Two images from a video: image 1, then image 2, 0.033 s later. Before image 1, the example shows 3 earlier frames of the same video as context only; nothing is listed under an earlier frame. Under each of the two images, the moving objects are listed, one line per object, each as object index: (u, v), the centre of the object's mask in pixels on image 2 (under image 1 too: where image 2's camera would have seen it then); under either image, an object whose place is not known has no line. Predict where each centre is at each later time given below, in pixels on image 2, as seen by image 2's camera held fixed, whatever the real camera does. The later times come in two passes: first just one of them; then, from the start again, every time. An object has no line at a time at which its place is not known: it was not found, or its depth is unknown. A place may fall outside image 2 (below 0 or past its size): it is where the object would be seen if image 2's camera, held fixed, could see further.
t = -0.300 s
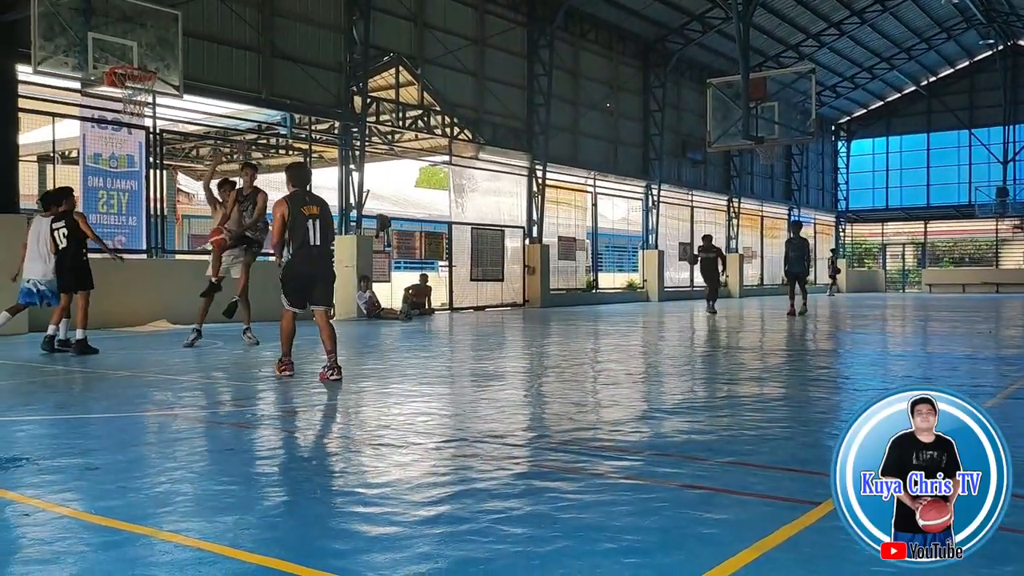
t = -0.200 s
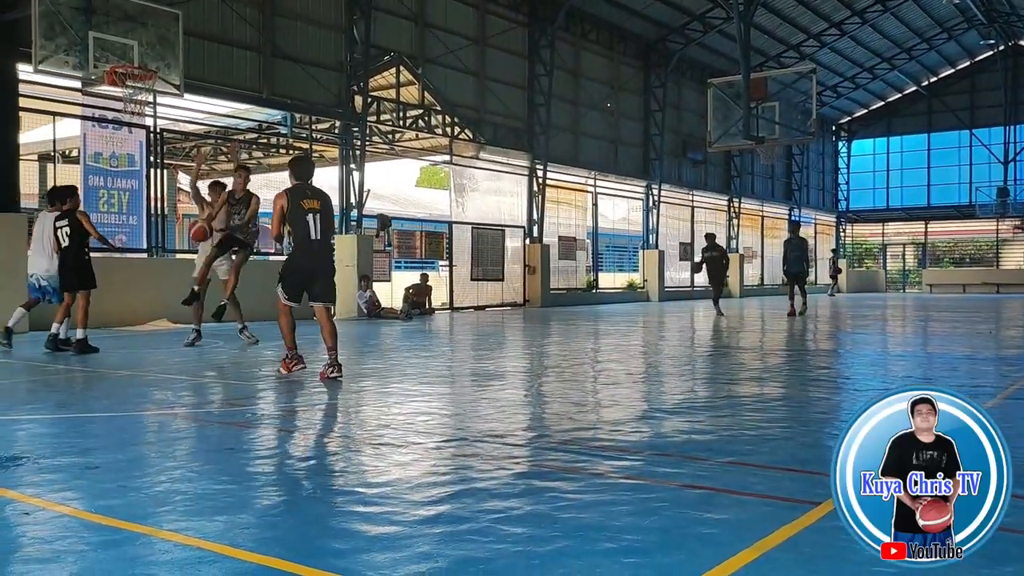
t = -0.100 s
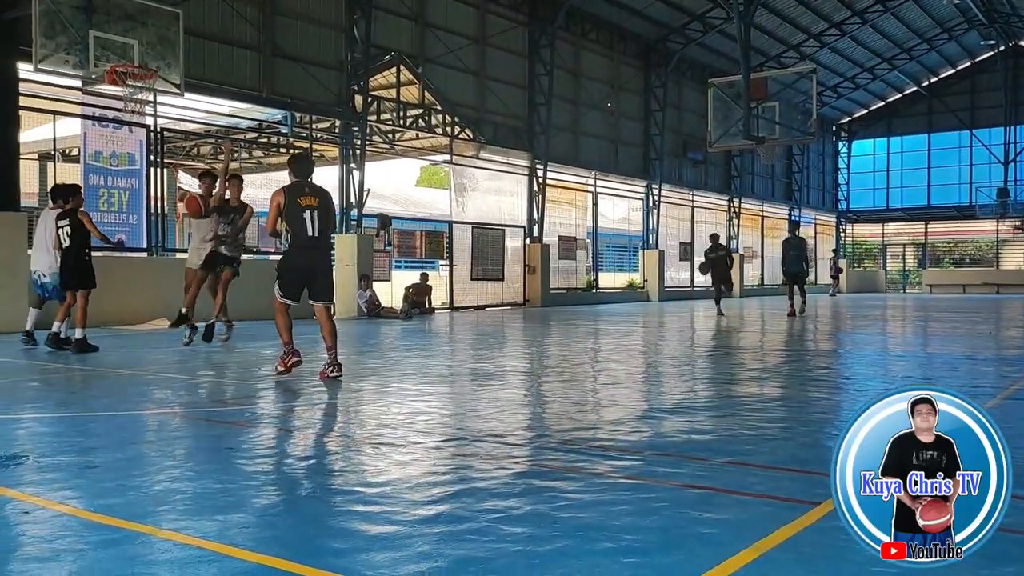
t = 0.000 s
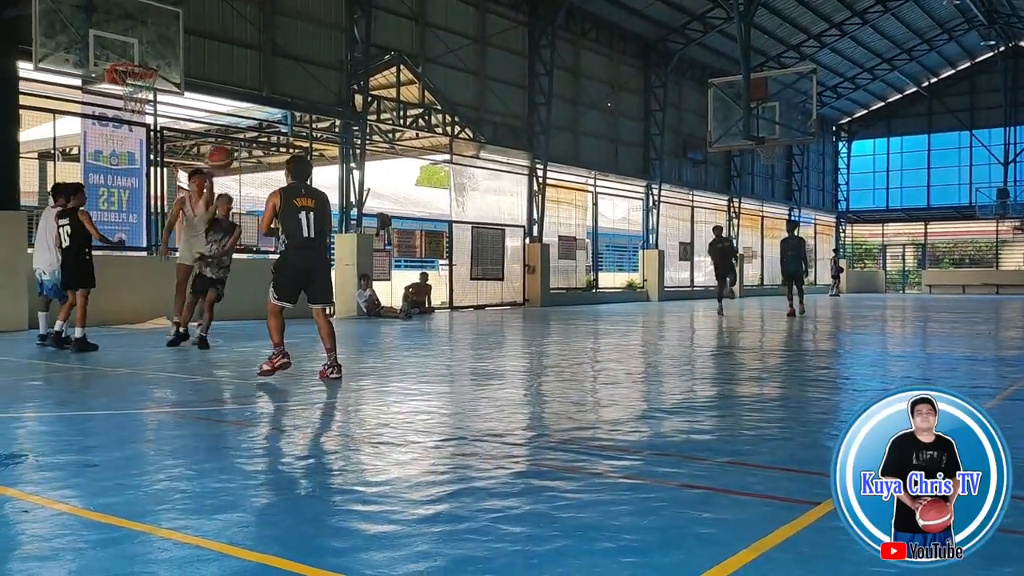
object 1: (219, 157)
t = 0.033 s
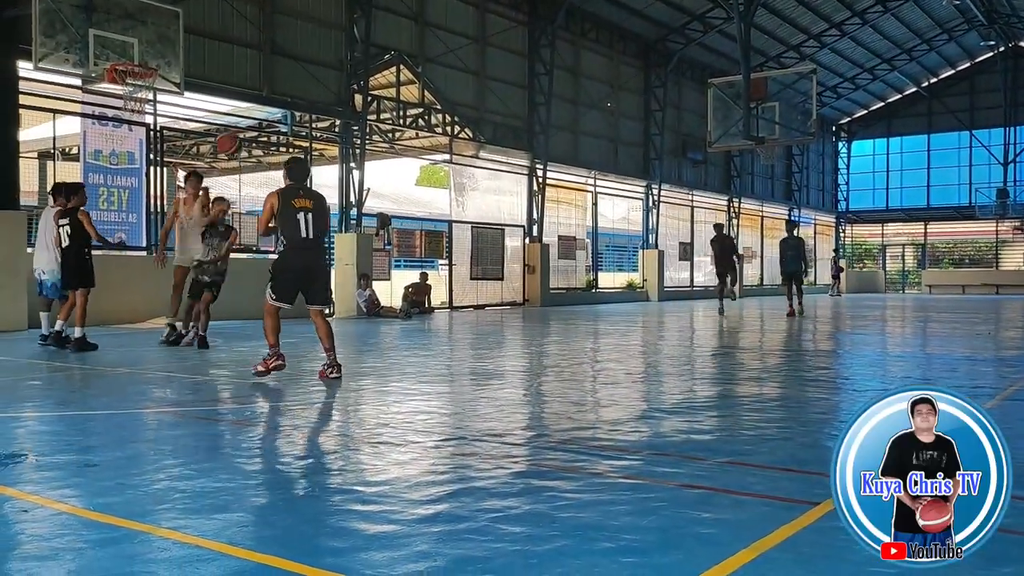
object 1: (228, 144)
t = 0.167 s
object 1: (265, 95)
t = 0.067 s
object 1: (237, 131)
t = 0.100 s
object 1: (248, 117)
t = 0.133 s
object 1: (257, 106)
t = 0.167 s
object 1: (265, 95)
